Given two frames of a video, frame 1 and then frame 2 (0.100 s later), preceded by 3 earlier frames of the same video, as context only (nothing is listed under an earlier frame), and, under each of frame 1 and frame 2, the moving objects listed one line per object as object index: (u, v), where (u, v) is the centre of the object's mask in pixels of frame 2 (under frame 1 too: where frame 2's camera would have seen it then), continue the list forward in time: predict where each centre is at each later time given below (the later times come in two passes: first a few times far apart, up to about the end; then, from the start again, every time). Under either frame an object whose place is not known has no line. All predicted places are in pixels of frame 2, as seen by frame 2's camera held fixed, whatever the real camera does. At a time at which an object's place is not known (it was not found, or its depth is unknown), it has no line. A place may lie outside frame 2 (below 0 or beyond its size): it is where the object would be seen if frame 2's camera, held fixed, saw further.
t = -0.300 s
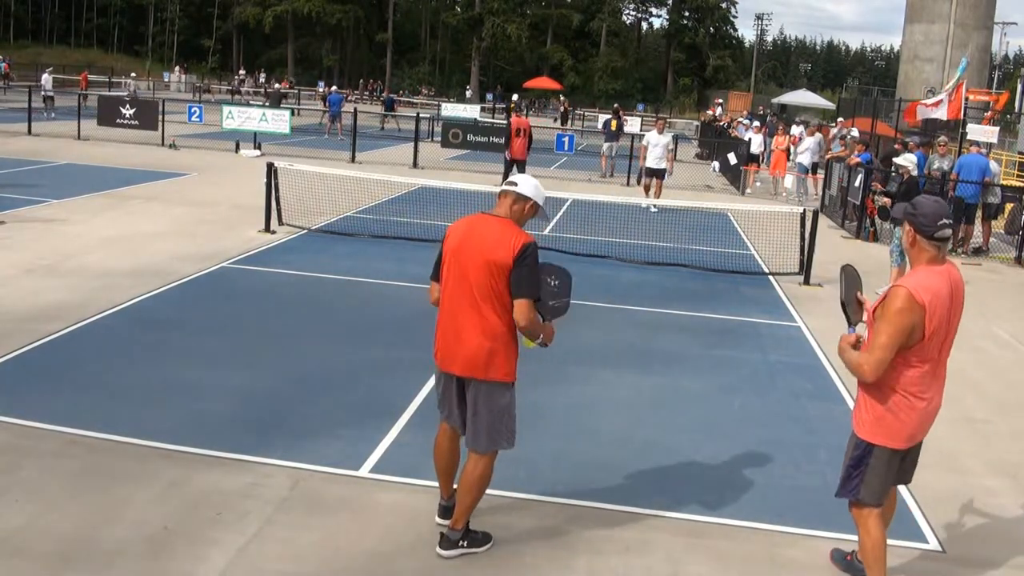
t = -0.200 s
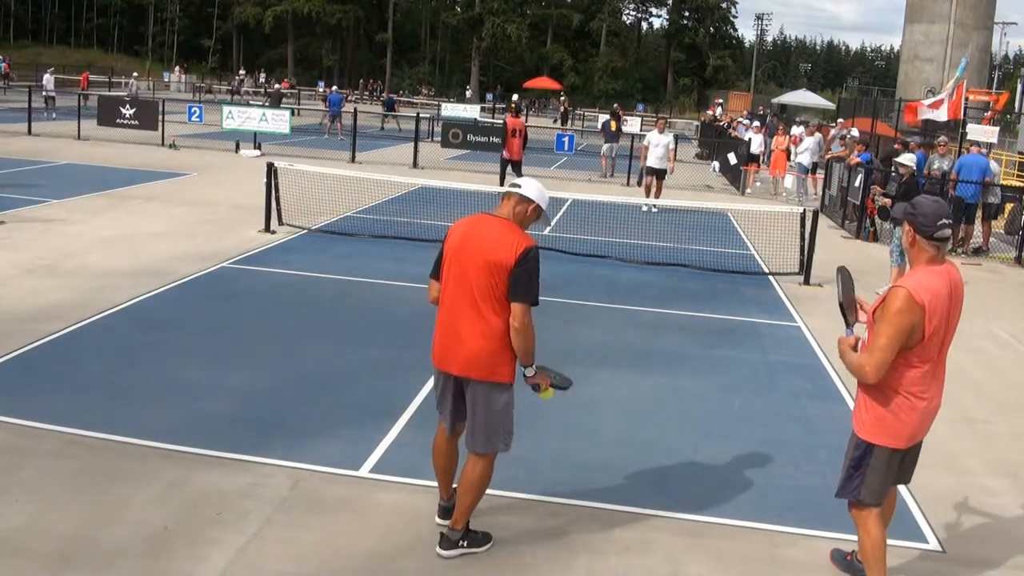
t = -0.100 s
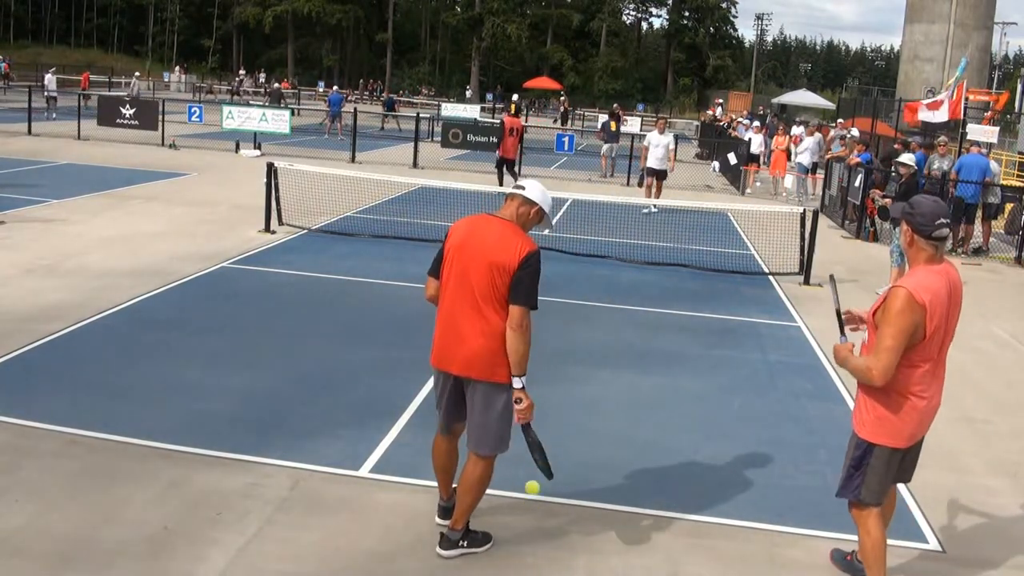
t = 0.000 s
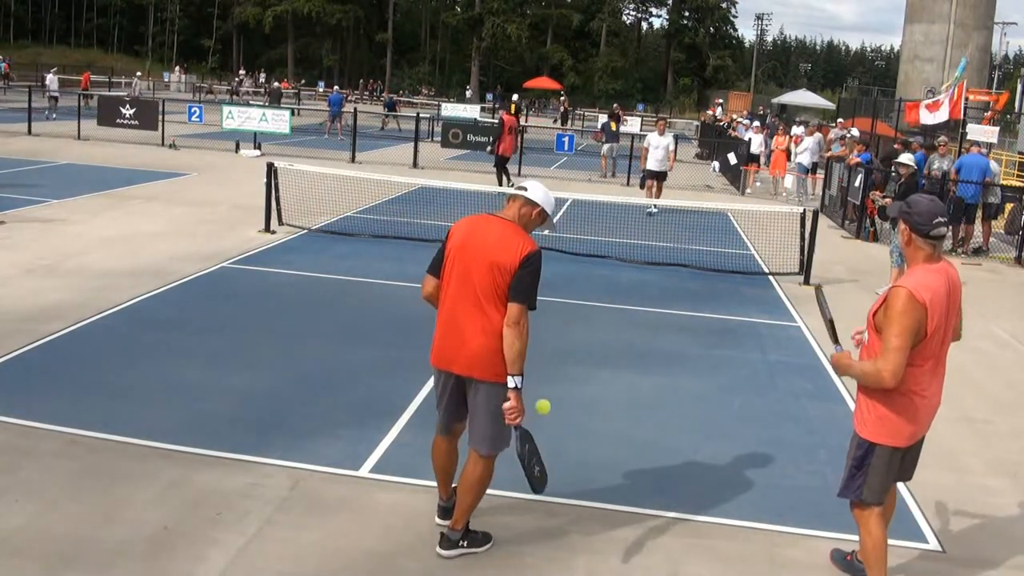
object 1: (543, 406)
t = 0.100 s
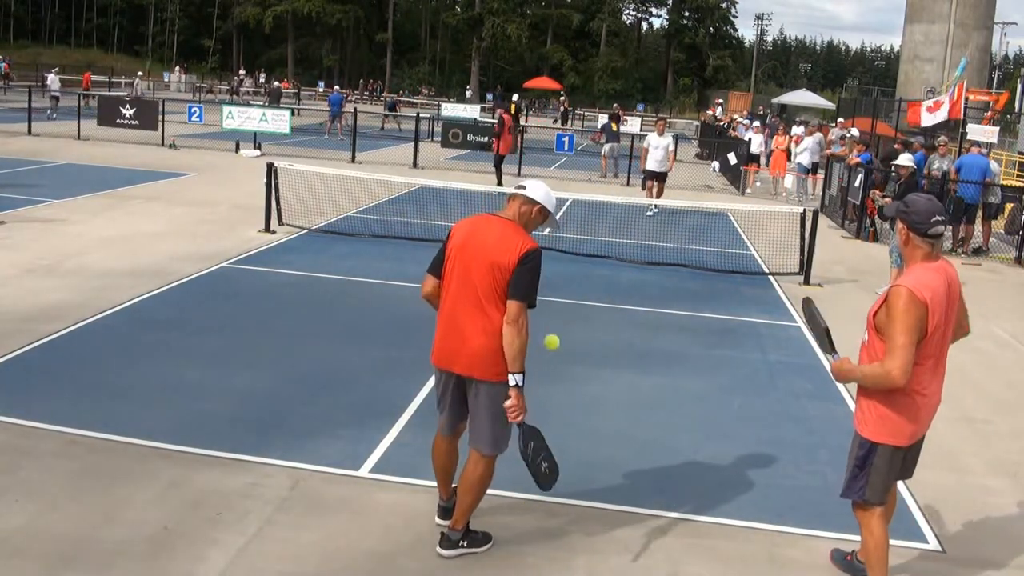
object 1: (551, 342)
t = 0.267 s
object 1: (562, 274)
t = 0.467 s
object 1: (567, 266)
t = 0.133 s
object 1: (554, 324)
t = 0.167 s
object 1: (556, 308)
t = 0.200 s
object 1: (558, 295)
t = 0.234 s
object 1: (560, 283)
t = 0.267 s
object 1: (562, 274)
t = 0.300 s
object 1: (563, 266)
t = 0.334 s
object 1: (564, 262)
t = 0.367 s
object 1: (566, 259)
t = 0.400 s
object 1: (566, 259)
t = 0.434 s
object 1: (567, 261)
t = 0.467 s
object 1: (567, 266)
